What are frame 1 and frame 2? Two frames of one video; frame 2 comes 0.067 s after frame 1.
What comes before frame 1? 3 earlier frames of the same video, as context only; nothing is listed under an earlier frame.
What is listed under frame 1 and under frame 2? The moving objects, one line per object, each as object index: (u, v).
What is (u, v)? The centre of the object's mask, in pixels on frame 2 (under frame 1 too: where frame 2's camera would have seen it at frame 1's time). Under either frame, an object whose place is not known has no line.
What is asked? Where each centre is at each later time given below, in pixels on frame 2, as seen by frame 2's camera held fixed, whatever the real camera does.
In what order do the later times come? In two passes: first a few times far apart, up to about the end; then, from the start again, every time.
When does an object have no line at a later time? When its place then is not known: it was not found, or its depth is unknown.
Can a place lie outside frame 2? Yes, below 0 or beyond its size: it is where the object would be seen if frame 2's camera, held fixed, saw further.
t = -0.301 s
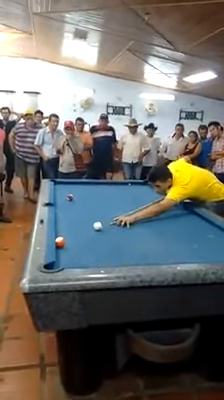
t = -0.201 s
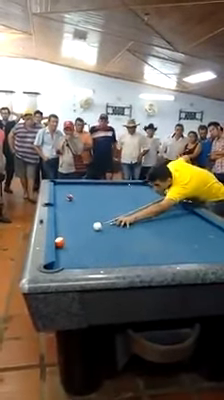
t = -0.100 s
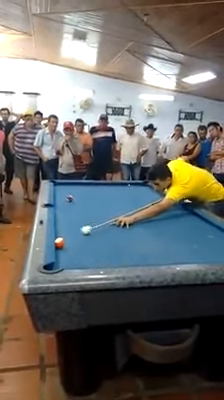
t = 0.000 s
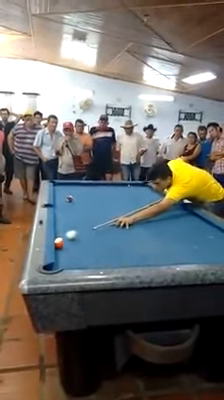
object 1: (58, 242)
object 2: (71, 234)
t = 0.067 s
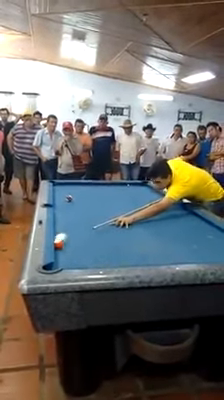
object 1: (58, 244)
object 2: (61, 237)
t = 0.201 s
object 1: (58, 247)
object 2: (69, 239)
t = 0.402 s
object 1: (59, 253)
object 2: (88, 242)
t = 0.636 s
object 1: (59, 261)
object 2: (109, 244)
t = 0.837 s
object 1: (58, 267)
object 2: (126, 246)
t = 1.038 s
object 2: (145, 248)
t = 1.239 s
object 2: (162, 250)
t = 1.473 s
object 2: (182, 251)
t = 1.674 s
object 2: (197, 252)
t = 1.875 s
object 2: (213, 252)
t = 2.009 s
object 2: (222, 253)
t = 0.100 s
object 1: (58, 244)
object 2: (59, 237)
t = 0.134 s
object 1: (58, 245)
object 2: (63, 238)
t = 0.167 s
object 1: (58, 246)
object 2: (66, 239)
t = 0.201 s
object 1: (58, 247)
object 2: (69, 239)
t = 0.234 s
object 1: (58, 248)
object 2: (72, 240)
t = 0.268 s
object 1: (58, 249)
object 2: (75, 240)
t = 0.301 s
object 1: (58, 250)
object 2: (78, 240)
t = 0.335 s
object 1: (58, 251)
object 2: (81, 241)
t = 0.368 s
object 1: (58, 252)
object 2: (84, 241)
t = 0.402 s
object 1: (59, 253)
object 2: (88, 242)
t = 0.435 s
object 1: (59, 254)
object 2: (90, 242)
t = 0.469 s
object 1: (59, 255)
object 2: (93, 242)
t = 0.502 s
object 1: (59, 256)
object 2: (97, 243)
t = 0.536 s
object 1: (59, 257)
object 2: (100, 243)
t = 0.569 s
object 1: (59, 259)
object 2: (103, 243)
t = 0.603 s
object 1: (59, 260)
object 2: (106, 244)
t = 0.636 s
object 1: (59, 261)
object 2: (109, 244)
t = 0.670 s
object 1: (59, 262)
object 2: (112, 244)
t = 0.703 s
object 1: (59, 262)
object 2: (115, 245)
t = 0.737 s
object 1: (59, 263)
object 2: (117, 245)
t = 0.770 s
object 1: (60, 265)
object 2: (121, 245)
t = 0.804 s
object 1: (59, 266)
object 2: (123, 245)
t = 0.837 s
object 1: (58, 267)
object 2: (126, 246)
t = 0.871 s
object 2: (129, 246)
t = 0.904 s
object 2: (132, 247)
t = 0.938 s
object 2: (135, 247)
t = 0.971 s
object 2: (139, 247)
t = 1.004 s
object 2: (142, 248)
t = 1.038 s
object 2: (145, 248)
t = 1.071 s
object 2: (148, 248)
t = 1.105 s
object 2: (150, 249)
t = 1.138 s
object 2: (153, 249)
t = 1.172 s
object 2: (156, 249)
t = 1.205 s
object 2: (159, 249)
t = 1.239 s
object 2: (162, 250)
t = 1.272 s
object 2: (165, 250)
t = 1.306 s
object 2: (167, 250)
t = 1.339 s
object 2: (170, 250)
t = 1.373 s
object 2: (173, 250)
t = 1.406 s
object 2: (176, 250)
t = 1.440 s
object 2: (178, 251)
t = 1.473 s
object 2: (182, 251)
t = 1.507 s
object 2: (185, 251)
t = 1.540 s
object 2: (187, 251)
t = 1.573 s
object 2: (189, 252)
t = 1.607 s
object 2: (193, 251)
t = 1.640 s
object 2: (196, 251)
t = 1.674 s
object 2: (197, 252)
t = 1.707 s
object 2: (200, 252)
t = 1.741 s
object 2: (202, 251)
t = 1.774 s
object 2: (205, 252)
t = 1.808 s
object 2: (208, 252)
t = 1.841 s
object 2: (210, 252)
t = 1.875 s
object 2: (213, 252)
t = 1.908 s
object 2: (215, 253)
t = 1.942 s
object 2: (217, 253)
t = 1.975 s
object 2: (220, 253)
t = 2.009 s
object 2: (222, 253)
